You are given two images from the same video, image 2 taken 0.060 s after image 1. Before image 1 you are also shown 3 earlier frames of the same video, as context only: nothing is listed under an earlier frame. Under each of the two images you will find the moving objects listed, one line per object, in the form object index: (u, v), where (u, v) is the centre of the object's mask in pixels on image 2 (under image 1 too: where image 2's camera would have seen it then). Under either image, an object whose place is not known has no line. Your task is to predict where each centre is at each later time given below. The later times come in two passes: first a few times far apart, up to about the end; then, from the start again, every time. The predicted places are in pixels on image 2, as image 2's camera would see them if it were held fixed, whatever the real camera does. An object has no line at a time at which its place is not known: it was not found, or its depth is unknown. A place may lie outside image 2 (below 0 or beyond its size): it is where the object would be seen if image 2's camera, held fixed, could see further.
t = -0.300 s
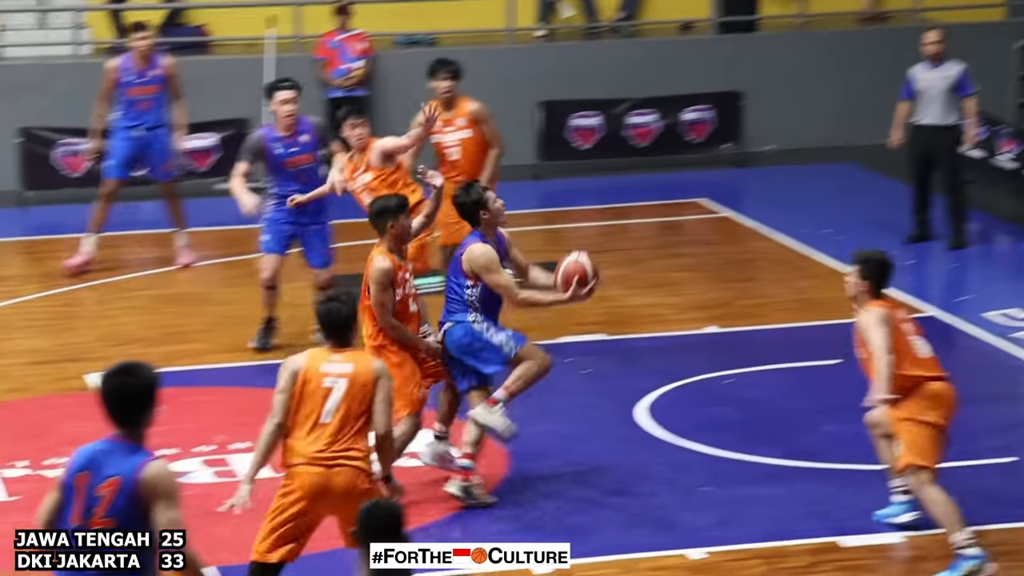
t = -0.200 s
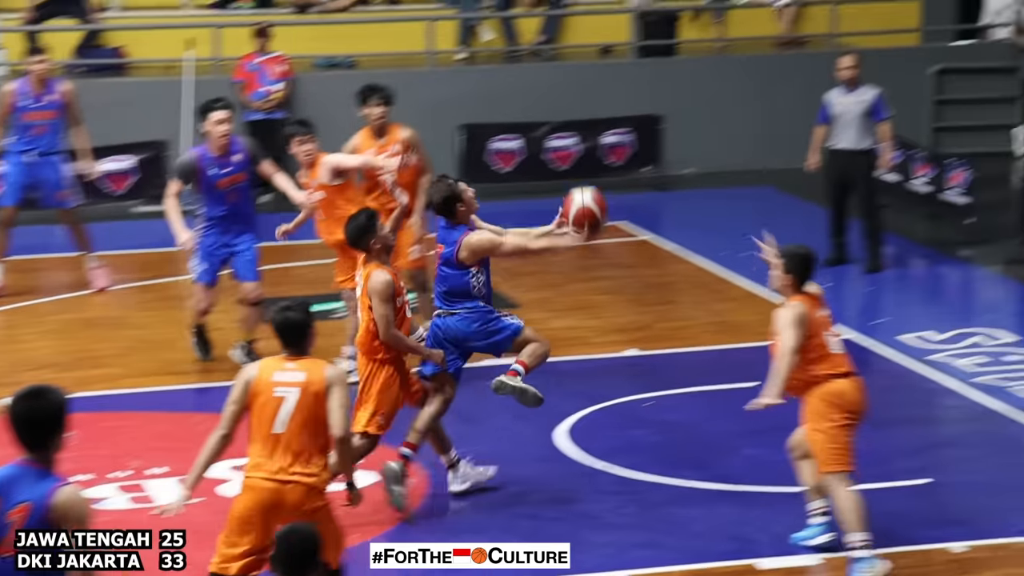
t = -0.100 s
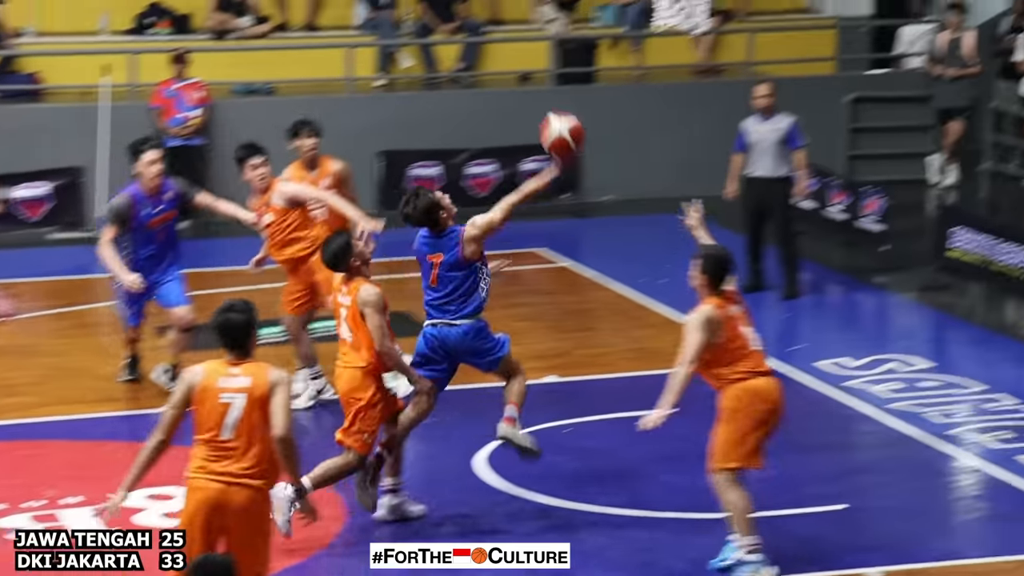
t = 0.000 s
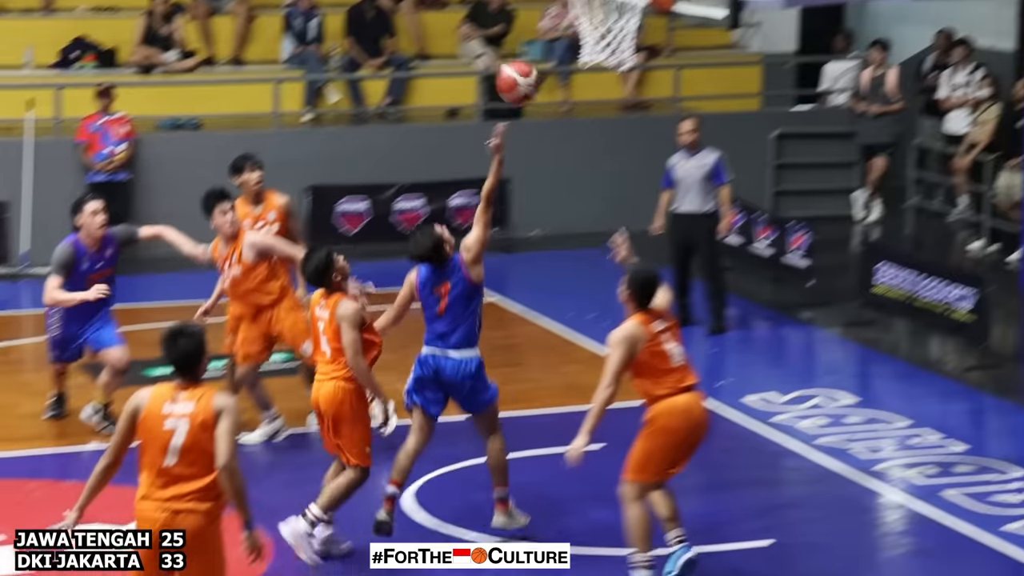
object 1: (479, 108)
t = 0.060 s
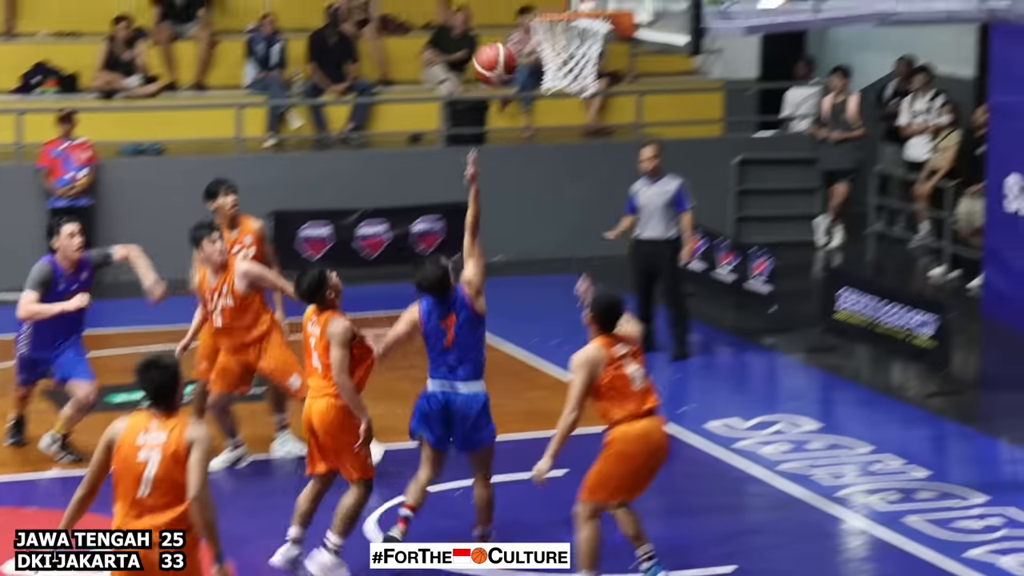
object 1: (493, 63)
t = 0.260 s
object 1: (540, -32)
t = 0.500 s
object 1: (593, -54)
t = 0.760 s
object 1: (580, 0)
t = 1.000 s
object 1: (539, 58)
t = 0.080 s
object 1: (499, 50)
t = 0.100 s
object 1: (504, 39)
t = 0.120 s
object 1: (509, 28)
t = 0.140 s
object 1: (514, 17)
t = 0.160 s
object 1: (518, 7)
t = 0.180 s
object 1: (523, -2)
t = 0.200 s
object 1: (527, -11)
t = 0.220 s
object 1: (531, -18)
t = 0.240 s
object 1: (535, -25)
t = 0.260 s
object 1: (540, -32)
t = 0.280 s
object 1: (544, -37)
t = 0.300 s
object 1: (549, -42)
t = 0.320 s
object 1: (553, -47)
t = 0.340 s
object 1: (558, -51)
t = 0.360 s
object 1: (562, -54)
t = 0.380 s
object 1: (567, -55)
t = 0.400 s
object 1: (571, -57)
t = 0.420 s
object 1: (575, -58)
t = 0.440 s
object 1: (580, -58)
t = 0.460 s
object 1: (585, -58)
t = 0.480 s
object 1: (589, -56)
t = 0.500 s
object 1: (593, -54)
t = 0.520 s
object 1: (597, -51)
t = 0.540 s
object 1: (601, -48)
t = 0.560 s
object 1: (605, -44)
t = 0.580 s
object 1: (610, -39)
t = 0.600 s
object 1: (614, -32)
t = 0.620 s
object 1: (618, -27)
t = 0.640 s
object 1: (617, -23)
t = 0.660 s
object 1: (610, -20)
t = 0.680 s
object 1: (604, -17)
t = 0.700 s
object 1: (598, -14)
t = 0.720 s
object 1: (592, -9)
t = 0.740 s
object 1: (586, -4)
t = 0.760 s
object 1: (580, 0)
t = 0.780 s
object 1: (573, 3)
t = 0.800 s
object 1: (565, 12)
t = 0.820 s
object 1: (563, 21)
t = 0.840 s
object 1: (555, 32)
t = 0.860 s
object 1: (548, 37)
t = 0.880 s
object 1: (542, 40)
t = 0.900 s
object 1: (539, 42)
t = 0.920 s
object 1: (538, 45)
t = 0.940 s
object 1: (537, 48)
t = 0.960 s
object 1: (538, 49)
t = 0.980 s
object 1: (538, 51)
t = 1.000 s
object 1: (539, 58)
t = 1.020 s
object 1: (540, 59)
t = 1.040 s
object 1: (543, 66)
